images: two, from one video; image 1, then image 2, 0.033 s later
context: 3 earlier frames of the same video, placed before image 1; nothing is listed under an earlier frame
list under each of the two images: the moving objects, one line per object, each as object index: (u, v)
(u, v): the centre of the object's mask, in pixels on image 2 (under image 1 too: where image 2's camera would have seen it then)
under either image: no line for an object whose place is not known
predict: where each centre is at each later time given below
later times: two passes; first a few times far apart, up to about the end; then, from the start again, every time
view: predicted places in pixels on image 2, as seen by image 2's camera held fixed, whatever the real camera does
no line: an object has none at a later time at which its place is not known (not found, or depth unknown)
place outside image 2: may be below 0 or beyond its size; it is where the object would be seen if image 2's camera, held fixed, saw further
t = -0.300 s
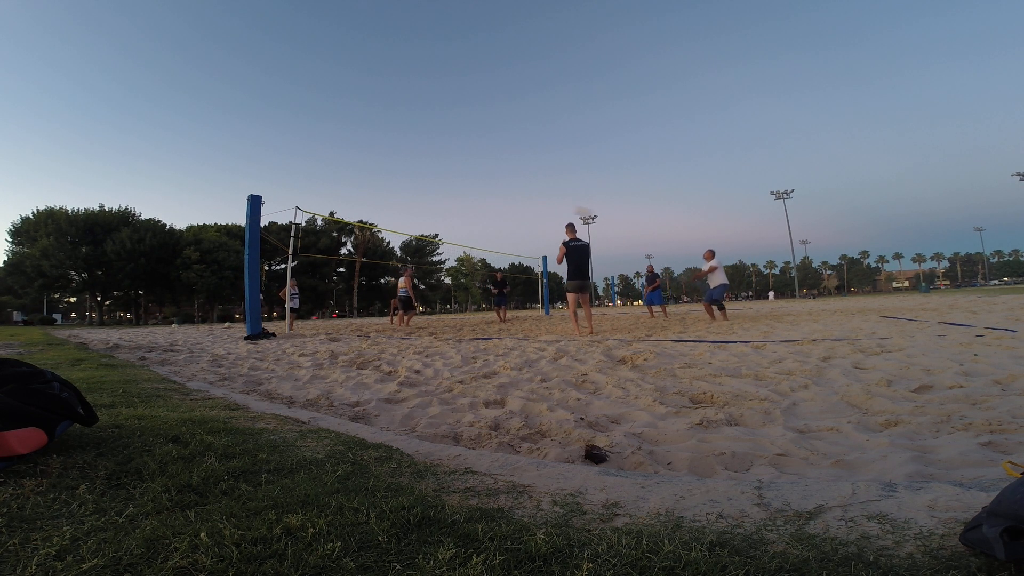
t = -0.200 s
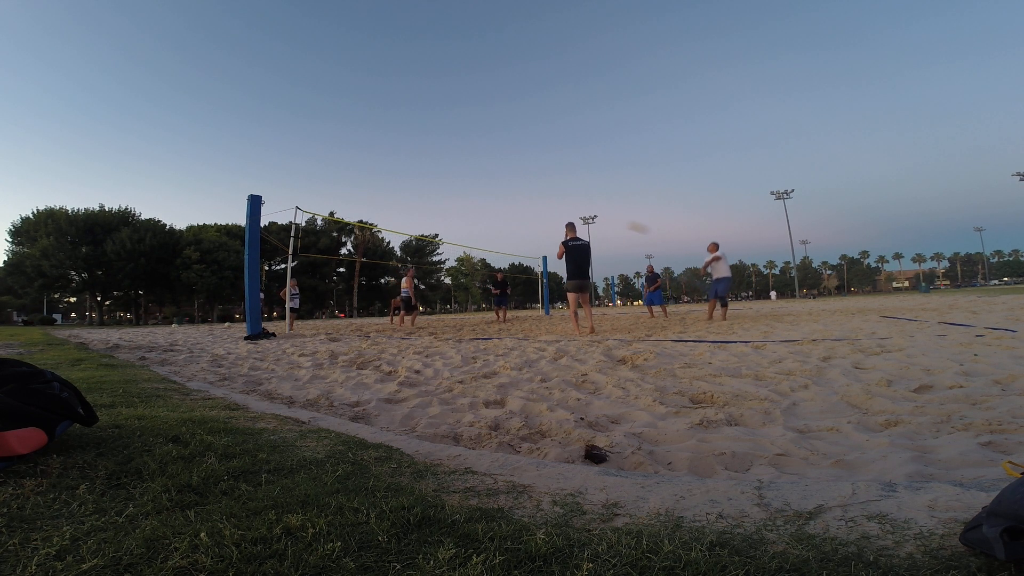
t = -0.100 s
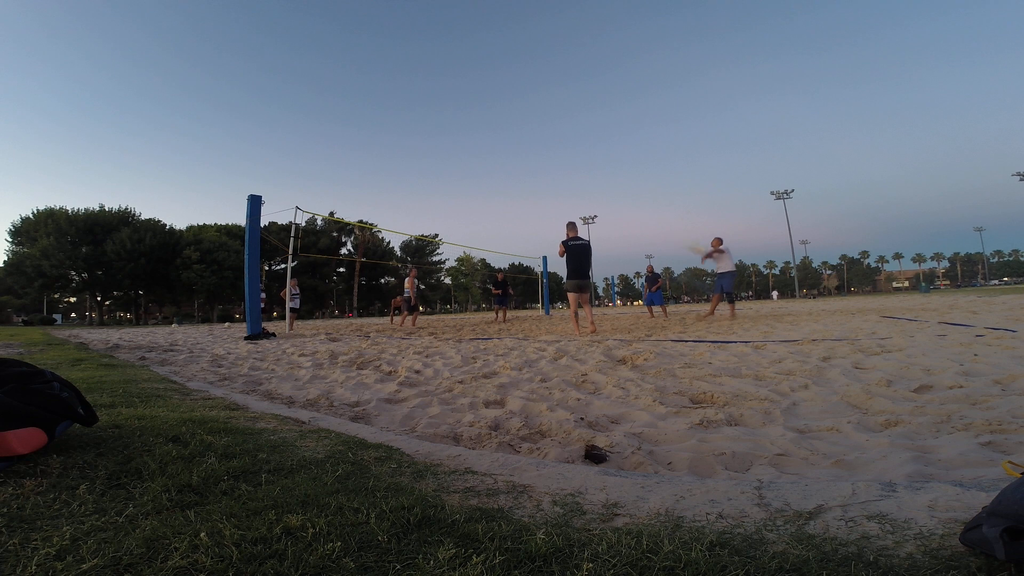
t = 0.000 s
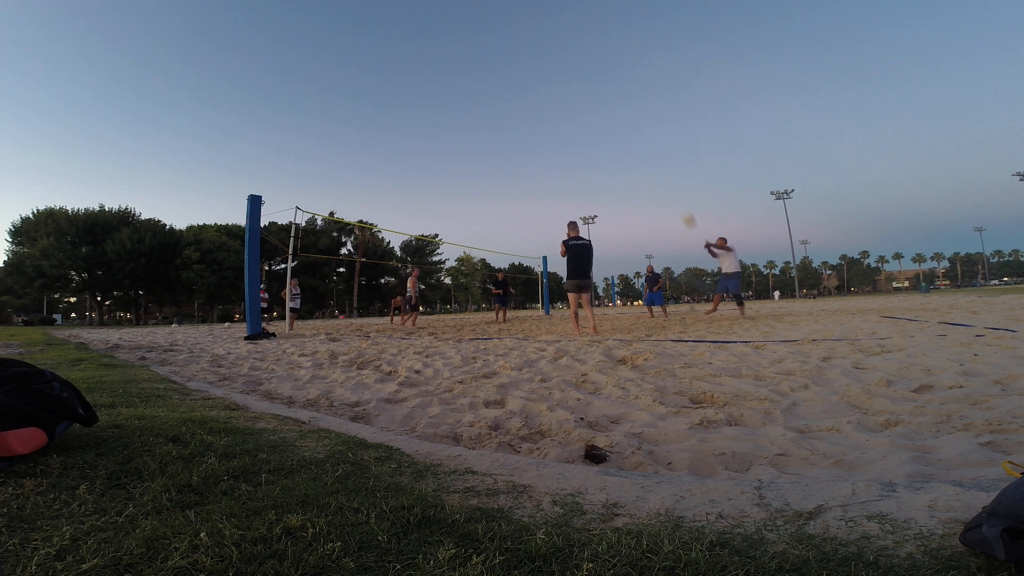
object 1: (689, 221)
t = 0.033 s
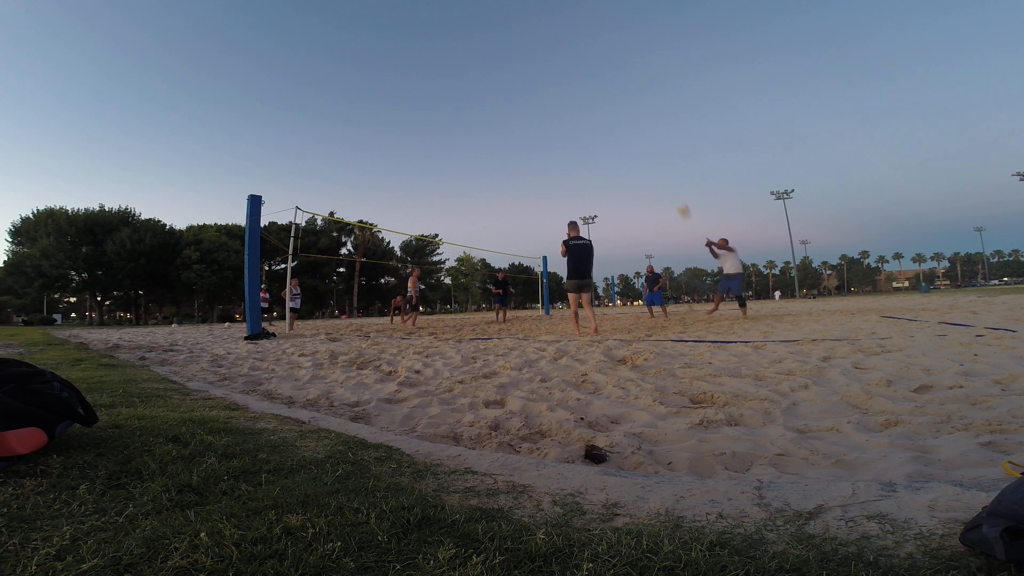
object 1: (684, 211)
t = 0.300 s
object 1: (647, 159)
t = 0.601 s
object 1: (617, 142)
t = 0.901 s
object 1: (597, 159)
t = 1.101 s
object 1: (586, 187)
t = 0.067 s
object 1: (679, 202)
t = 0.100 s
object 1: (673, 193)
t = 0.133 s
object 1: (669, 186)
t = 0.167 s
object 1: (664, 179)
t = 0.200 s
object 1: (660, 173)
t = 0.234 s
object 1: (655, 167)
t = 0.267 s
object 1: (651, 163)
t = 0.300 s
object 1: (647, 159)
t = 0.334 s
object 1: (643, 155)
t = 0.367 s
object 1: (638, 150)
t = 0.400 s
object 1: (636, 148)
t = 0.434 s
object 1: (633, 146)
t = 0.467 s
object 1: (629, 144)
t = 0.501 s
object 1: (626, 143)
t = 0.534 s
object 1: (623, 142)
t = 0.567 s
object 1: (620, 142)
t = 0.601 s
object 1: (617, 142)
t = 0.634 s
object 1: (614, 142)
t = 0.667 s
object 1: (612, 143)
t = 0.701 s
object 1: (610, 144)
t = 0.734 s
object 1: (608, 146)
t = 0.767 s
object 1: (605, 147)
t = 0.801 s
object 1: (603, 150)
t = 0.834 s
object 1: (601, 152)
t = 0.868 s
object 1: (599, 155)
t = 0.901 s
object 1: (597, 159)
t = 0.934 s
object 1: (595, 162)
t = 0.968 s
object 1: (593, 166)
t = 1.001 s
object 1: (592, 171)
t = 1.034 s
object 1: (590, 176)
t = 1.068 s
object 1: (588, 181)
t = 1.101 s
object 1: (586, 187)
